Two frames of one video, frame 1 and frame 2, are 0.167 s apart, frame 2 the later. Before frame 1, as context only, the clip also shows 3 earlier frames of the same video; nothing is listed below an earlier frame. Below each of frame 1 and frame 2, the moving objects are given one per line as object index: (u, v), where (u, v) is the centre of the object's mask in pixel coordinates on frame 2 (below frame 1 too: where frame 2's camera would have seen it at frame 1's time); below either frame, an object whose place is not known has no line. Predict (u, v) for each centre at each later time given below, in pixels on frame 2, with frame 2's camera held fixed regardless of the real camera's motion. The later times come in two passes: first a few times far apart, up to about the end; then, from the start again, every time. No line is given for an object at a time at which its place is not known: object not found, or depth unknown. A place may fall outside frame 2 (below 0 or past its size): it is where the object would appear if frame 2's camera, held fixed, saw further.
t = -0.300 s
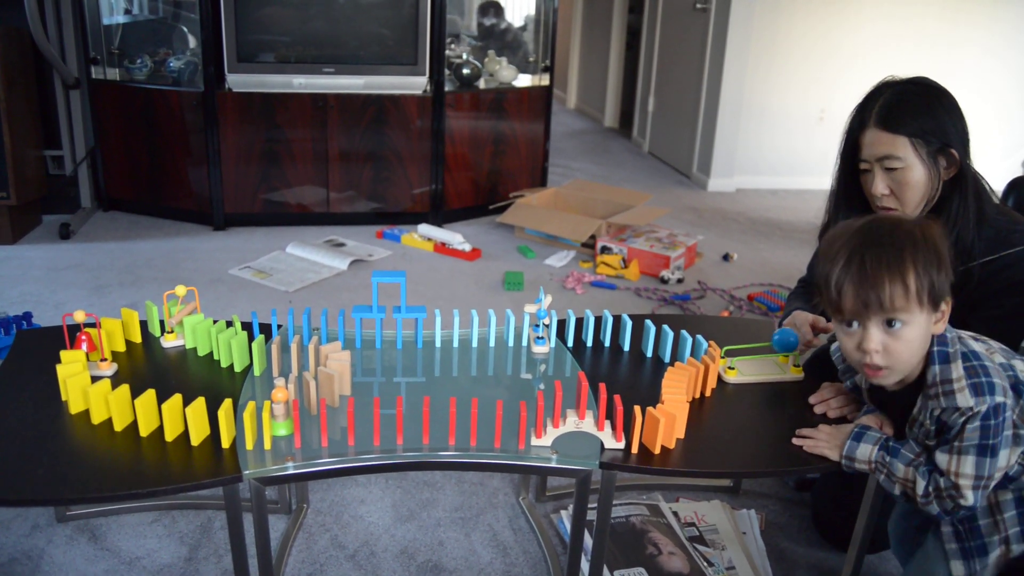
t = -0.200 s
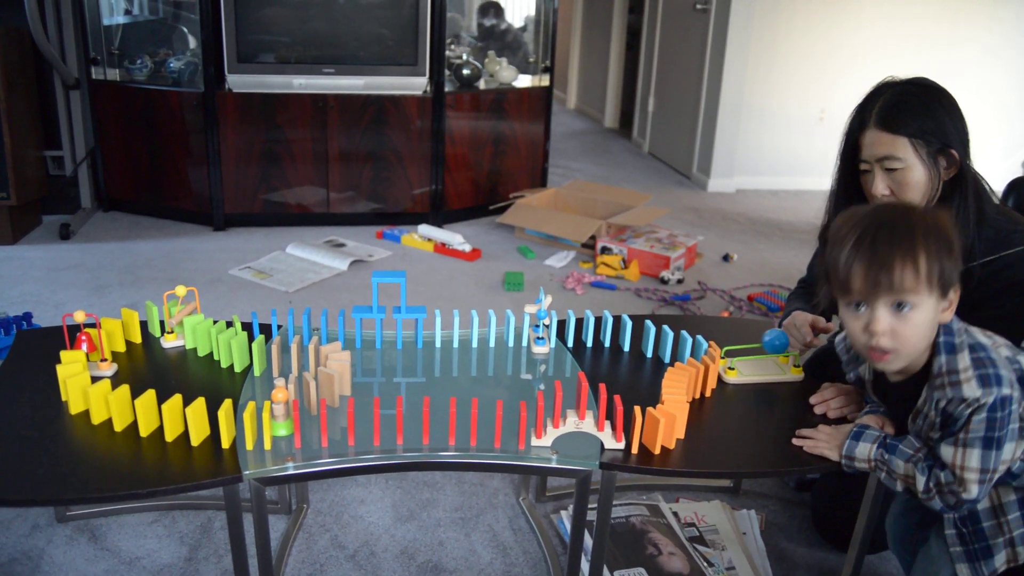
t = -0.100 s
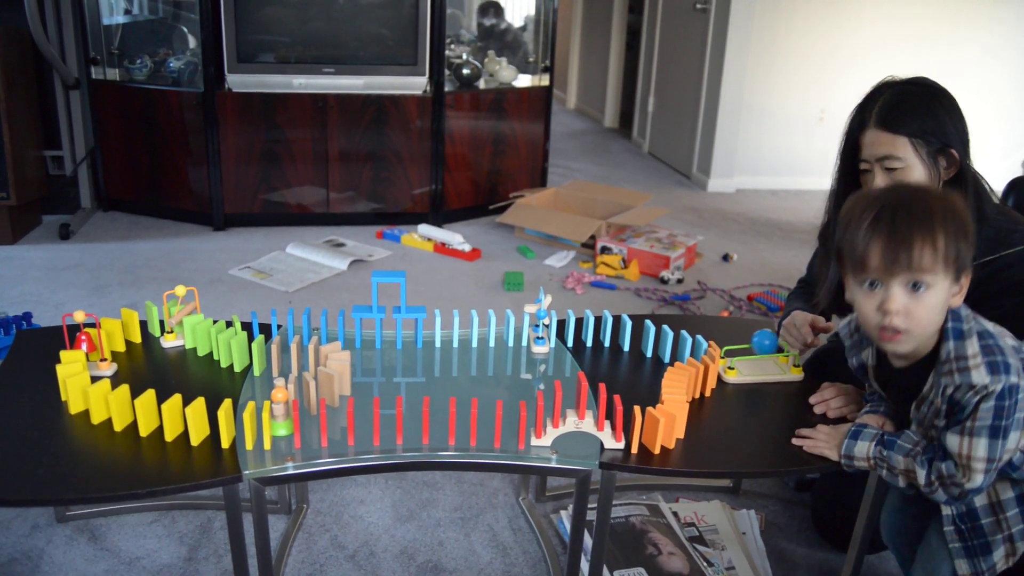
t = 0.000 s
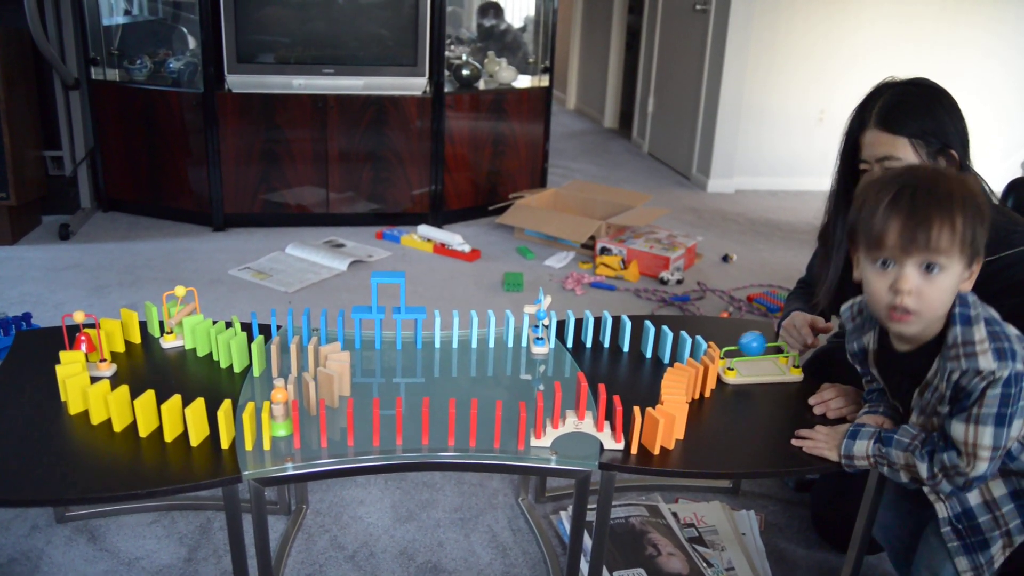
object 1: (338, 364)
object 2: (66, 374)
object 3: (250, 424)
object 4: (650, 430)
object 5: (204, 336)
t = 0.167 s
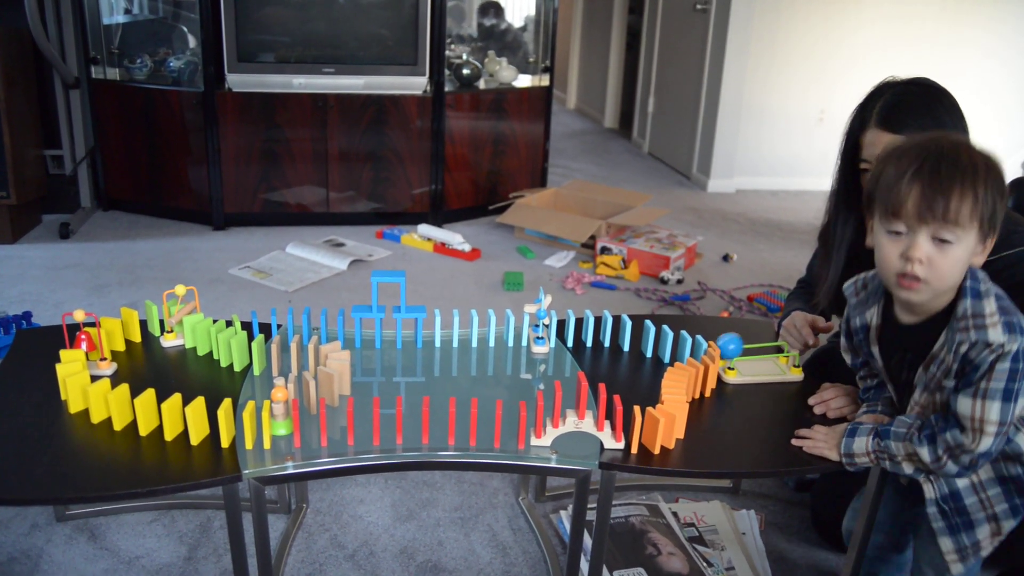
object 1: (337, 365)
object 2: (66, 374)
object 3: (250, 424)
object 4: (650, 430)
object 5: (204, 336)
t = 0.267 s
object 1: (337, 365)
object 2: (66, 374)
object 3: (250, 424)
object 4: (650, 430)
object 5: (203, 336)
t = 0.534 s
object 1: (338, 364)
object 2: (66, 374)
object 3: (250, 424)
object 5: (203, 336)
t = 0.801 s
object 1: (338, 365)
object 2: (66, 374)
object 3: (250, 424)
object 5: (204, 336)
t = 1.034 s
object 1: (337, 364)
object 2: (66, 374)
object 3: (248, 425)
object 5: (203, 336)
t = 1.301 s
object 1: (326, 355)
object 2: (66, 375)
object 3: (227, 437)
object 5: (201, 356)
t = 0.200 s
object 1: (337, 365)
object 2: (66, 374)
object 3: (250, 424)
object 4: (650, 430)
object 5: (204, 336)
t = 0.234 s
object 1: (337, 364)
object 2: (66, 374)
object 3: (250, 424)
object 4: (650, 430)
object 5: (204, 336)
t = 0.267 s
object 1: (337, 365)
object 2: (66, 374)
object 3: (250, 424)
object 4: (650, 430)
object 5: (203, 336)
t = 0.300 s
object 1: (337, 364)
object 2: (66, 374)
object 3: (250, 424)
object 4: (650, 430)
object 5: (204, 336)
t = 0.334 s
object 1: (337, 365)
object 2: (66, 374)
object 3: (250, 424)
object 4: (650, 430)
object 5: (204, 336)
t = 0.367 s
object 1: (338, 364)
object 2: (66, 374)
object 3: (250, 424)
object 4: (650, 430)
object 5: (204, 336)
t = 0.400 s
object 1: (337, 365)
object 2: (66, 374)
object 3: (250, 424)
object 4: (650, 430)
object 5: (203, 336)
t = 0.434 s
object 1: (337, 365)
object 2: (66, 374)
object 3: (250, 424)
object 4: (649, 432)
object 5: (203, 336)
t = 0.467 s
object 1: (337, 365)
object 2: (66, 374)
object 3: (250, 424)
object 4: (647, 431)
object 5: (203, 336)
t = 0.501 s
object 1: (337, 365)
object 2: (66, 374)
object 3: (250, 424)
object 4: (645, 443)
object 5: (203, 336)
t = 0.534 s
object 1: (338, 364)
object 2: (66, 374)
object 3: (250, 424)
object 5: (203, 336)
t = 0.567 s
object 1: (337, 365)
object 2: (66, 374)
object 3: (250, 424)
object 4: (666, 456)
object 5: (203, 336)
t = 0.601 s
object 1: (337, 364)
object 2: (66, 374)
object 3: (250, 424)
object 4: (669, 462)
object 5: (203, 336)
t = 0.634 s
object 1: (337, 365)
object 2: (66, 374)
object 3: (250, 424)
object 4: (674, 470)
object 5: (203, 336)
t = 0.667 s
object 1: (337, 365)
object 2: (66, 374)
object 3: (250, 424)
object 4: (676, 484)
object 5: (203, 336)
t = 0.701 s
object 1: (338, 364)
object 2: (66, 374)
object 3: (250, 424)
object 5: (203, 336)
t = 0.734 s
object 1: (338, 365)
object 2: (66, 374)
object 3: (250, 424)
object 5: (203, 336)
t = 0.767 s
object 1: (338, 364)
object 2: (66, 374)
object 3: (250, 424)
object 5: (204, 336)
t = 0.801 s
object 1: (338, 365)
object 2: (66, 374)
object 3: (250, 424)
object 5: (204, 336)
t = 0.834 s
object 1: (337, 363)
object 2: (66, 374)
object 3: (250, 424)
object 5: (203, 336)
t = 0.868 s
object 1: (337, 363)
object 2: (66, 374)
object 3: (250, 424)
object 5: (204, 336)
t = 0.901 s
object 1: (337, 364)
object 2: (66, 374)
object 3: (250, 424)
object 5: (204, 336)
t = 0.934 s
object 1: (337, 364)
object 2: (66, 375)
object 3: (250, 425)
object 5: (204, 337)
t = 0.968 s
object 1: (338, 364)
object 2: (66, 375)
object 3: (250, 425)
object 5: (203, 336)
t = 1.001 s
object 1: (337, 363)
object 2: (66, 375)
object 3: (250, 425)
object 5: (203, 336)
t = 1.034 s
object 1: (337, 364)
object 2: (66, 374)
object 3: (248, 425)
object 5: (203, 336)
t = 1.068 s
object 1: (337, 365)
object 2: (66, 374)
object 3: (244, 424)
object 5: (202, 336)
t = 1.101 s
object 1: (337, 364)
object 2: (66, 374)
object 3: (238, 425)
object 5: (203, 336)
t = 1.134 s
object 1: (337, 365)
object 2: (66, 374)
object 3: (235, 428)
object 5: (203, 336)
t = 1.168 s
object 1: (336, 366)
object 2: (66, 374)
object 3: (230, 431)
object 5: (204, 336)
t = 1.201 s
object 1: (328, 356)
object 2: (66, 375)
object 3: (229, 435)
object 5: (203, 336)
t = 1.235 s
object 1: (327, 358)
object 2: (66, 375)
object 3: (227, 437)
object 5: (204, 337)
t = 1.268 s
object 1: (326, 357)
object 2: (66, 374)
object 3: (227, 437)
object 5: (203, 353)
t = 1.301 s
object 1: (326, 355)
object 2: (66, 375)
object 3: (227, 437)
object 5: (201, 356)
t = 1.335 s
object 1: (325, 352)
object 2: (66, 375)
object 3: (226, 438)
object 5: (196, 363)
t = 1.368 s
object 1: (325, 354)
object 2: (66, 374)
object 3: (226, 437)
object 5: (194, 364)
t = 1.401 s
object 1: (326, 356)
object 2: (82, 369)
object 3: (225, 437)
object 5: (192, 365)
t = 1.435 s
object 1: (329, 355)
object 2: (72, 373)
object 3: (225, 437)
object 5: (189, 367)
